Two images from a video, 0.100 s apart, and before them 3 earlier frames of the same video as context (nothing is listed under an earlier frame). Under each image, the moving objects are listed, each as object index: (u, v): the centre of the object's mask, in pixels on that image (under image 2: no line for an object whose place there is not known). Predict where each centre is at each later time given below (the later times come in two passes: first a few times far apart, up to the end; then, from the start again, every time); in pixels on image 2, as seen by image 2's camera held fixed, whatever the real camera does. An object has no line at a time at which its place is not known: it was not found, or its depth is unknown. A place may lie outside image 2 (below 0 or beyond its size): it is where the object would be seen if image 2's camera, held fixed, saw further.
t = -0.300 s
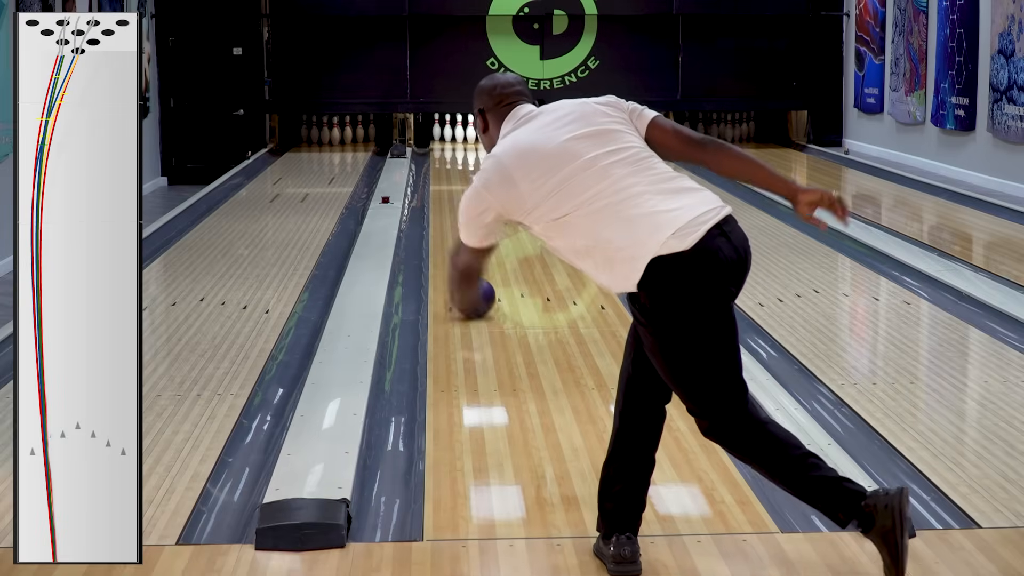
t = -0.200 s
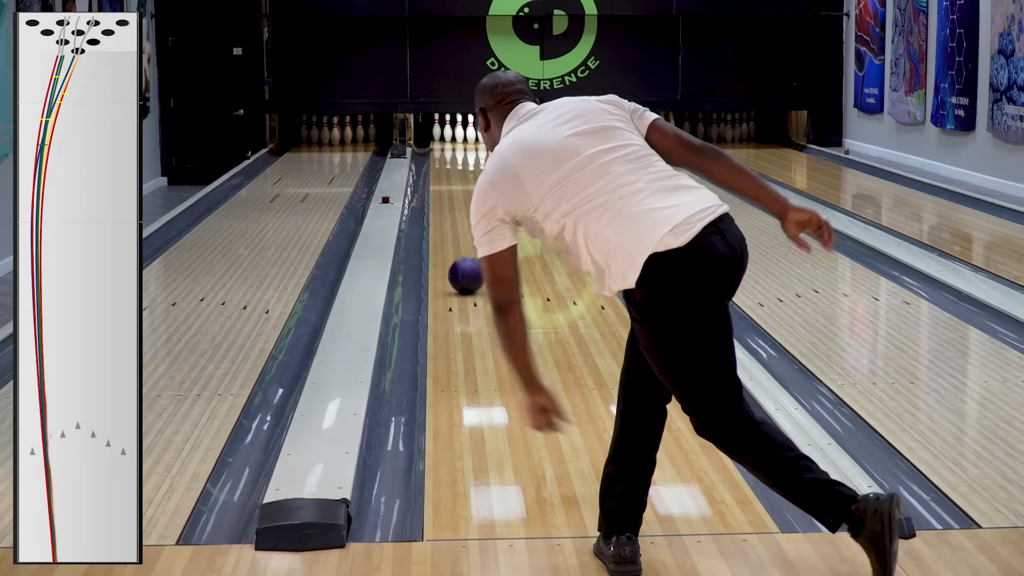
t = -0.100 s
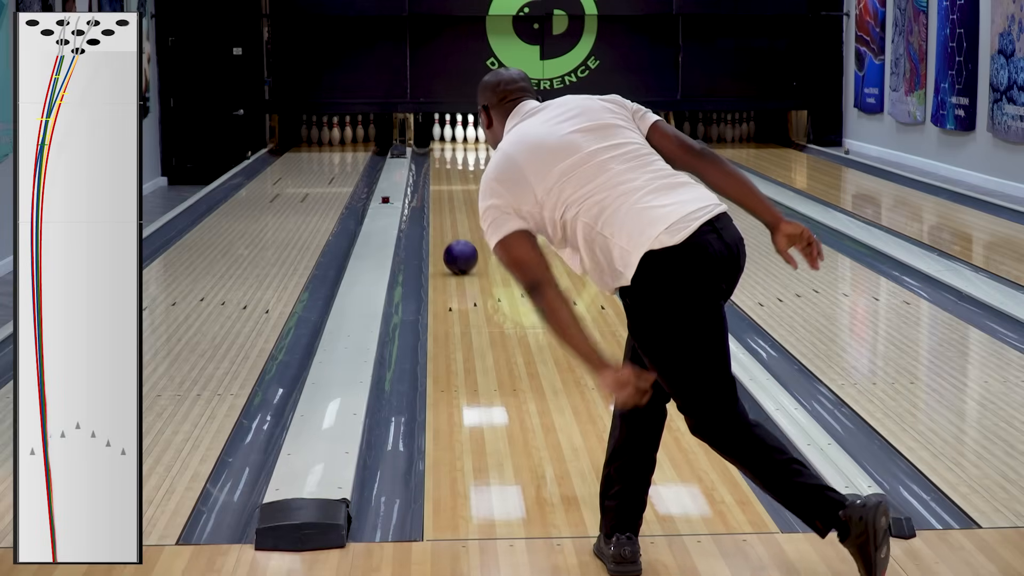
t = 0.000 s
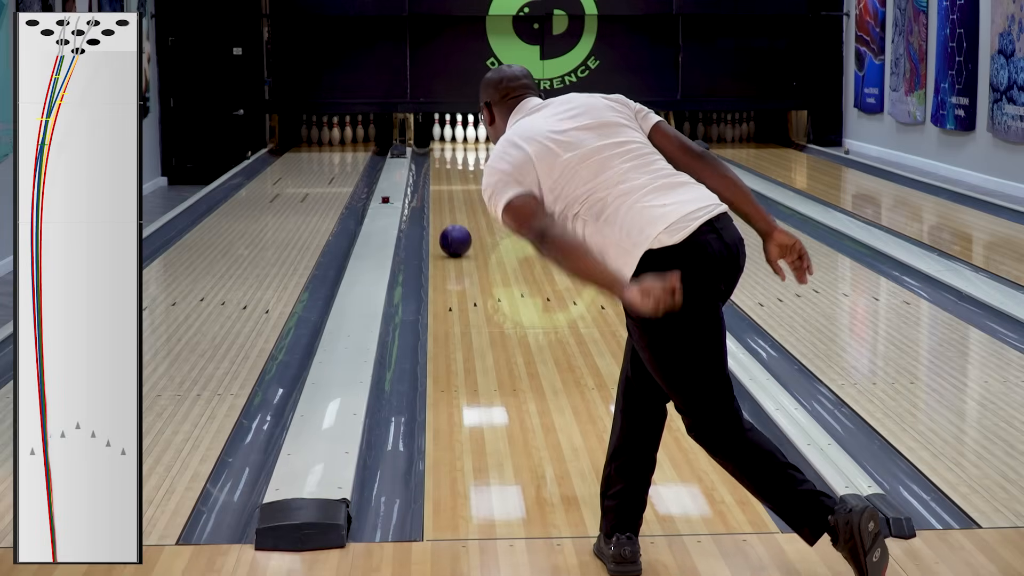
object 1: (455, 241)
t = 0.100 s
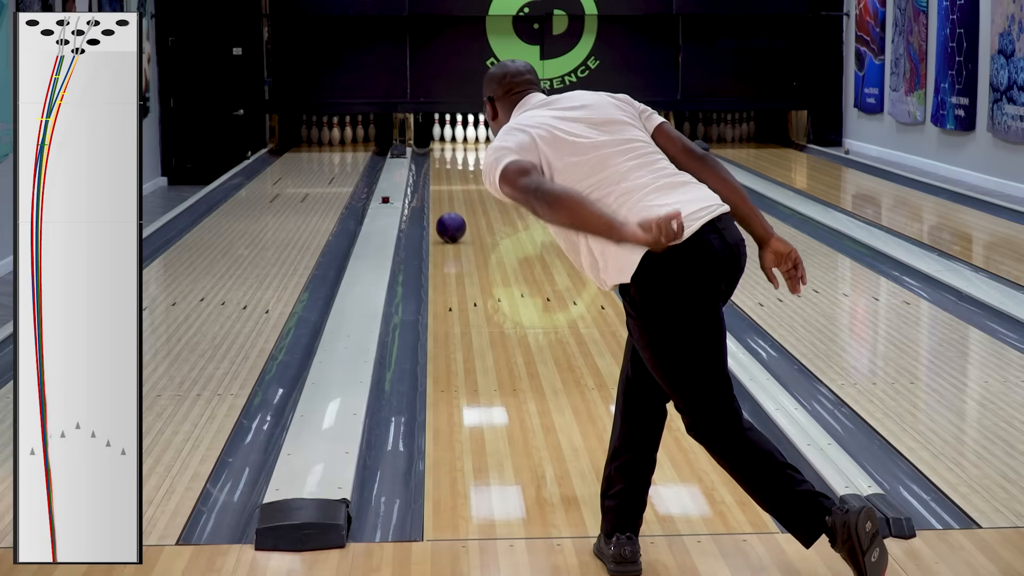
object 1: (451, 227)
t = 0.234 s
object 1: (446, 212)
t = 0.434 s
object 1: (442, 193)
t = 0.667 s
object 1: (440, 176)
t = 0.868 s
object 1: (441, 164)
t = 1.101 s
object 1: (446, 153)
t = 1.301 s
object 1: (452, 145)
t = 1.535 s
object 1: (461, 137)
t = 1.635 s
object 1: (460, 135)
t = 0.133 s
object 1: (450, 223)
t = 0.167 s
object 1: (448, 219)
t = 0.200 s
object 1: (447, 215)
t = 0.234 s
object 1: (446, 212)
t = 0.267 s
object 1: (445, 208)
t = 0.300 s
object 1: (445, 205)
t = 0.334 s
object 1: (444, 202)
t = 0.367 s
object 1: (443, 199)
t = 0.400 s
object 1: (443, 196)
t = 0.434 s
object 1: (442, 193)
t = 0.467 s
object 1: (441, 190)
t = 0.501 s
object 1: (441, 188)
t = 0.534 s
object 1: (441, 185)
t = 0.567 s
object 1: (441, 183)
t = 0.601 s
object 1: (441, 181)
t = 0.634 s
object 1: (440, 178)
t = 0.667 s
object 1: (440, 176)
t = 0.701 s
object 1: (440, 173)
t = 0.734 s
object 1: (440, 172)
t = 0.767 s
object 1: (441, 170)
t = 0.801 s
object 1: (441, 168)
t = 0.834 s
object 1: (441, 166)
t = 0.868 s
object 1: (441, 164)
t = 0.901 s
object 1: (442, 162)
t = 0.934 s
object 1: (442, 160)
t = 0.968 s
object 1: (443, 158)
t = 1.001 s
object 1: (443, 157)
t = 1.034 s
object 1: (444, 155)
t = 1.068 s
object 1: (445, 154)
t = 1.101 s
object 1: (446, 153)
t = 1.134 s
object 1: (447, 151)
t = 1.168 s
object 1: (448, 150)
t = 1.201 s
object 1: (449, 149)
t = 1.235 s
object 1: (450, 147)
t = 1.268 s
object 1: (451, 146)
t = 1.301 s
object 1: (452, 145)
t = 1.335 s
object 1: (453, 144)
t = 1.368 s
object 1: (454, 143)
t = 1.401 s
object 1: (455, 142)
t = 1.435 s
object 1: (457, 140)
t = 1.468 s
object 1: (458, 139)
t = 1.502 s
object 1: (460, 138)
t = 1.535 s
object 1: (461, 137)
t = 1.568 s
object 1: (461, 136)
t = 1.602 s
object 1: (460, 136)
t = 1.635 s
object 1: (460, 135)
